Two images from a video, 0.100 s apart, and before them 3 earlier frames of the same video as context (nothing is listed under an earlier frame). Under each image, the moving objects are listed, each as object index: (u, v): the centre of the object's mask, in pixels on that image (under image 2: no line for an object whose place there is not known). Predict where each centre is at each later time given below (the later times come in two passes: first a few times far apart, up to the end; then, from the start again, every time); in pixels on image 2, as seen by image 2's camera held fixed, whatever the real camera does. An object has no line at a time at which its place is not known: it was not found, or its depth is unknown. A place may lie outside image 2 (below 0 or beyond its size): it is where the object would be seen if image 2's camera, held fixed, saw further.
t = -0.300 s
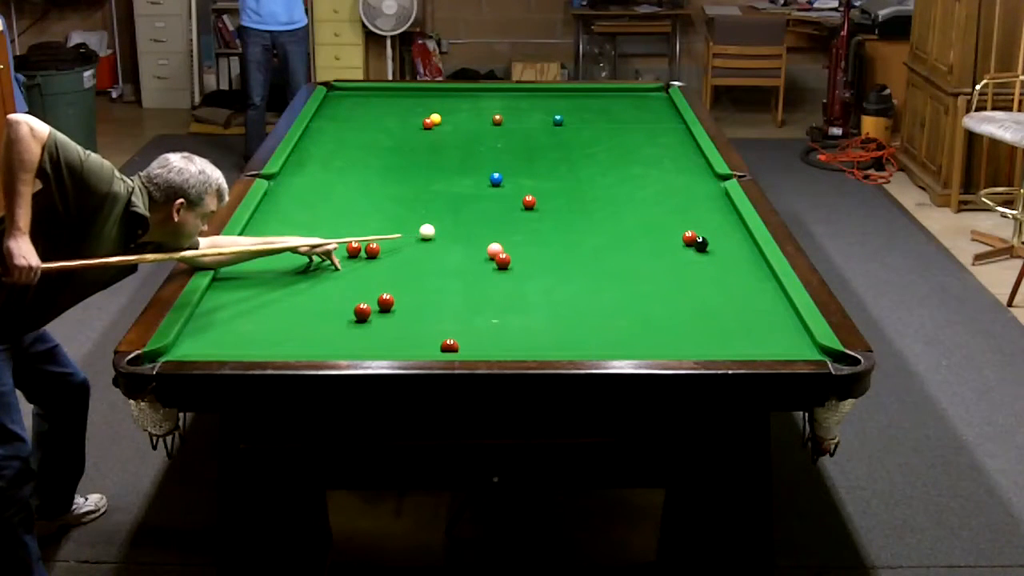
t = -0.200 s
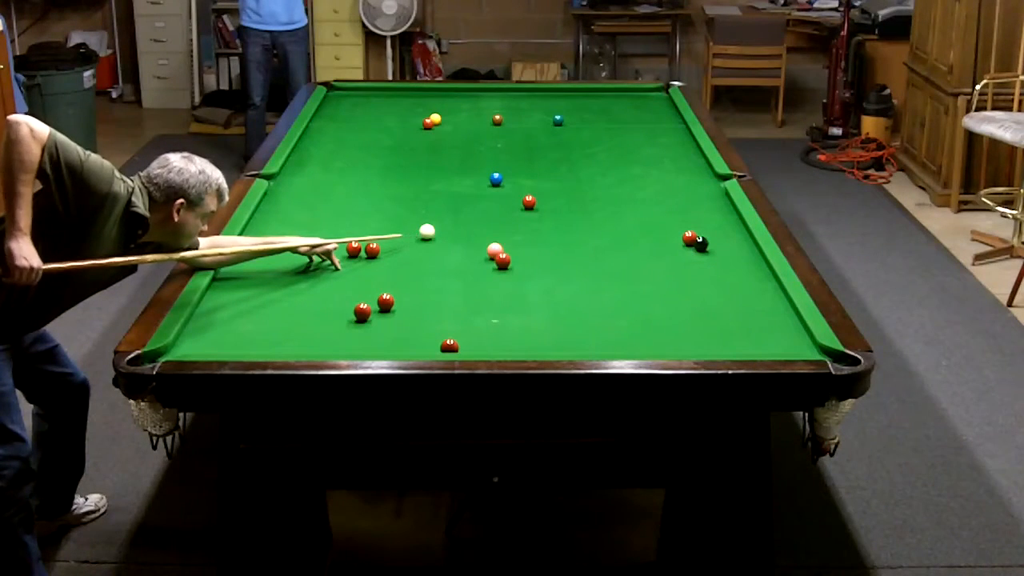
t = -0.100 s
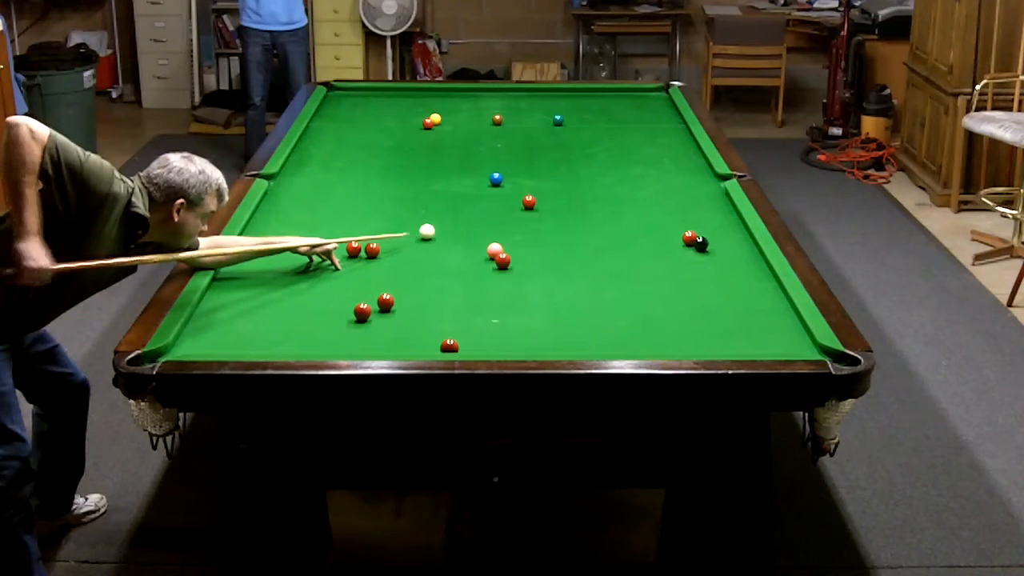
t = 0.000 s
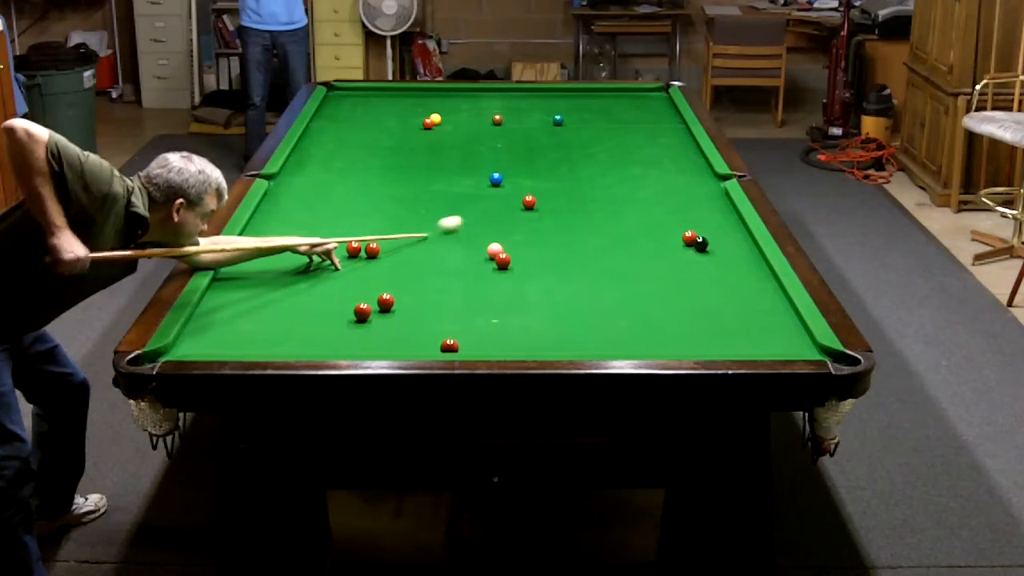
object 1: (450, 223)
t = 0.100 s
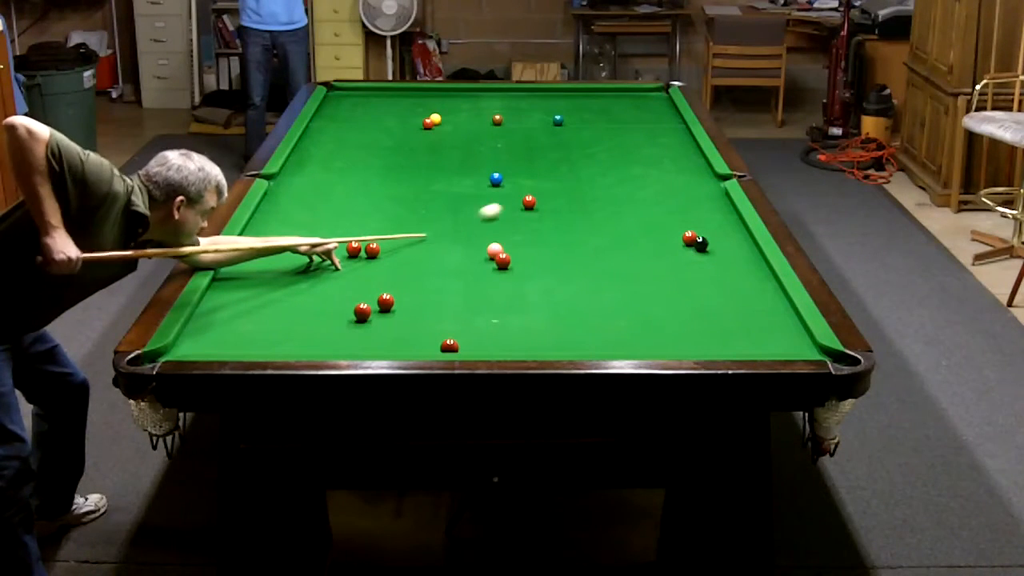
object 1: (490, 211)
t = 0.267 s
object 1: (510, 199)
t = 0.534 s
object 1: (493, 191)
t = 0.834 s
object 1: (476, 182)
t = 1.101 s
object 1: (463, 175)
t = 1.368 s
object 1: (451, 169)
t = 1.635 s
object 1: (439, 163)
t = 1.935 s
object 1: (428, 158)
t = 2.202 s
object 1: (420, 153)
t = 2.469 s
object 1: (412, 149)
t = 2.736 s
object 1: (406, 146)
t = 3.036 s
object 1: (400, 143)
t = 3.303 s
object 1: (395, 140)
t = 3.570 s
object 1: (391, 138)
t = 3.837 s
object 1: (388, 136)
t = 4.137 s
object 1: (385, 135)
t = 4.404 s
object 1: (383, 134)
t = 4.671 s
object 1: (383, 134)
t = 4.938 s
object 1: (383, 134)
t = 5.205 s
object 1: (383, 134)
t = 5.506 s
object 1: (383, 134)
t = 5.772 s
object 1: (383, 134)
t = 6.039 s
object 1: (383, 134)
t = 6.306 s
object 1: (383, 134)
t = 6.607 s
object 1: (382, 134)
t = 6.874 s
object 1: (382, 134)
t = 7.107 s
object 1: (383, 134)
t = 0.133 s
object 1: (502, 208)
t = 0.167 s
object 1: (513, 204)
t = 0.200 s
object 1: (515, 202)
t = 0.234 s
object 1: (512, 201)
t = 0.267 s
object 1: (510, 199)
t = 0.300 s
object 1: (508, 198)
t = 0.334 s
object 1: (506, 197)
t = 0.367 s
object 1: (504, 196)
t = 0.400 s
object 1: (501, 195)
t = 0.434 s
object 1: (499, 194)
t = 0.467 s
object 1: (497, 193)
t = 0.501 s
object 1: (495, 192)
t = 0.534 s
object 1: (493, 191)
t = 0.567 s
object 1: (491, 190)
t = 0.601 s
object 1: (489, 189)
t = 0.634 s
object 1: (487, 188)
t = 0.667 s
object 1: (485, 187)
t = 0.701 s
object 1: (484, 186)
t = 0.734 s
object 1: (482, 185)
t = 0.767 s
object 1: (480, 184)
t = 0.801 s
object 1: (478, 183)
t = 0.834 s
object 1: (476, 182)
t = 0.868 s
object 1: (475, 181)
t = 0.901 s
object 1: (473, 180)
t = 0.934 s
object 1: (471, 179)
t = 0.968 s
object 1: (469, 179)
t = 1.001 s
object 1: (468, 178)
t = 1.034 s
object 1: (466, 177)
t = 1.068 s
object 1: (464, 176)
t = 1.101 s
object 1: (463, 175)
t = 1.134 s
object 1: (461, 174)
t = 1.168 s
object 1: (460, 174)
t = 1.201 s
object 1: (458, 173)
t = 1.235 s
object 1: (457, 172)
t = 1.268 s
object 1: (455, 171)
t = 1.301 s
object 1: (453, 171)
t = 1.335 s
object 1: (452, 170)
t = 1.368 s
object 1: (451, 169)
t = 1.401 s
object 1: (449, 168)
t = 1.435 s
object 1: (448, 168)
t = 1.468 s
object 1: (446, 167)
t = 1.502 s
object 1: (445, 166)
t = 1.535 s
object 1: (444, 165)
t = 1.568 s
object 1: (442, 165)
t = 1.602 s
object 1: (441, 164)
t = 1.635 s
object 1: (439, 163)
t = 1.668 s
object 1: (438, 163)
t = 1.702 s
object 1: (437, 162)
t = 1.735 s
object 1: (436, 161)
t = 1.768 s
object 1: (434, 161)
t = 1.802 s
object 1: (433, 160)
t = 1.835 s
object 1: (432, 160)
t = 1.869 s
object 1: (431, 159)
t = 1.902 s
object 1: (429, 158)
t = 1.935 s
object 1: (428, 158)
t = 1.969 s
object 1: (427, 157)
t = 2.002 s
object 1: (426, 157)
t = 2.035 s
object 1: (425, 156)
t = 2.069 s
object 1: (424, 155)
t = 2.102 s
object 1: (423, 155)
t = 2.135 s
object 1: (422, 154)
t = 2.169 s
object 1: (421, 154)
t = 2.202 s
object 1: (420, 153)
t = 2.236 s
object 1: (419, 153)
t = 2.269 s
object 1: (418, 152)
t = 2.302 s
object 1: (417, 152)
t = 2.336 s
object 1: (416, 151)
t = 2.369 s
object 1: (415, 151)
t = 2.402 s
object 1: (414, 150)
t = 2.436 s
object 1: (413, 150)
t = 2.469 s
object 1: (412, 149)
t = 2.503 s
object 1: (411, 149)
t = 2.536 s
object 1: (410, 148)
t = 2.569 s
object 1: (409, 148)
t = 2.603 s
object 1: (409, 147)
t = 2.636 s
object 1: (408, 147)
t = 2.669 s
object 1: (407, 147)
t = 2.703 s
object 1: (406, 146)
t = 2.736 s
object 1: (406, 146)
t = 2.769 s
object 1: (405, 145)
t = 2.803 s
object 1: (404, 145)
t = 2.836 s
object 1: (403, 145)
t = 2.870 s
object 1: (403, 144)
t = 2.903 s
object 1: (402, 144)
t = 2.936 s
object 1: (402, 144)
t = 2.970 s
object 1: (401, 143)
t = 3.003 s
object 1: (400, 143)
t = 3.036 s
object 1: (400, 143)
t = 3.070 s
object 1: (399, 142)
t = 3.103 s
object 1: (398, 142)
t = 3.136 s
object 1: (398, 142)
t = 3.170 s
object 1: (397, 141)
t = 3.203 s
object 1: (396, 141)
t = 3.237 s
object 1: (396, 141)
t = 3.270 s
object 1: (395, 140)
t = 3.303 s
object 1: (395, 140)
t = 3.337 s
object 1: (394, 139)
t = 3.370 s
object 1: (394, 139)
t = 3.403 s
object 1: (393, 139)
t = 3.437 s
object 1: (393, 139)
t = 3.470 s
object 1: (392, 139)
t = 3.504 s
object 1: (392, 138)
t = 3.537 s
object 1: (392, 138)
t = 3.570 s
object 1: (391, 138)
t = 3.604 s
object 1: (391, 138)
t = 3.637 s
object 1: (390, 137)
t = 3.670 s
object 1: (390, 137)
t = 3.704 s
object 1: (390, 137)
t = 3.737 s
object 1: (389, 137)
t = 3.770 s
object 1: (389, 136)
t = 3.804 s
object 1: (388, 136)
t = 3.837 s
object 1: (388, 136)
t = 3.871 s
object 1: (388, 136)
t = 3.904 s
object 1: (387, 136)
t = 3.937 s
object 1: (387, 136)
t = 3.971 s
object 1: (387, 135)
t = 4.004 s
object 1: (386, 135)
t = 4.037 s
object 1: (386, 135)
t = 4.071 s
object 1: (386, 135)
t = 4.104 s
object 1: (385, 135)
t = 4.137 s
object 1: (385, 135)
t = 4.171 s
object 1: (385, 135)
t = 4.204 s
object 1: (385, 135)
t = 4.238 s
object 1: (384, 135)
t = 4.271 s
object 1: (384, 134)
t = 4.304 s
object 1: (384, 134)
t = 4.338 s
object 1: (384, 134)
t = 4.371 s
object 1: (384, 134)
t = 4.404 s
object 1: (383, 134)
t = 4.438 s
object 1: (383, 134)
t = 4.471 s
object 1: (383, 134)
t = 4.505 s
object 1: (383, 134)
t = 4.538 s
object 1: (383, 134)
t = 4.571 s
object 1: (383, 134)
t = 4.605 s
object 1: (383, 134)
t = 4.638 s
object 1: (383, 134)
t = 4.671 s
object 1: (383, 134)
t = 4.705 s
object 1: (383, 134)
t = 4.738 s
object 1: (383, 134)
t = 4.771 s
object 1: (383, 134)
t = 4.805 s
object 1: (383, 134)
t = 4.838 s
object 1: (383, 134)
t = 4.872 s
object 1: (383, 134)
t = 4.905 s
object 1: (383, 134)
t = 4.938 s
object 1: (383, 134)
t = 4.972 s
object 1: (383, 134)
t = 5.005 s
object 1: (383, 134)
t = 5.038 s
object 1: (383, 134)
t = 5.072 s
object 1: (383, 134)
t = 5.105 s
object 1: (383, 134)
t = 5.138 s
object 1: (383, 134)
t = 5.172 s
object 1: (383, 134)
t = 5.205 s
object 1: (383, 134)
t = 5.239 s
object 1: (383, 134)
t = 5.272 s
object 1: (383, 134)
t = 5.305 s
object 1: (383, 134)
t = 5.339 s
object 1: (383, 134)
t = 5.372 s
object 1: (383, 134)
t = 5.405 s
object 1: (383, 134)
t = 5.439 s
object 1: (383, 134)
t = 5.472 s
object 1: (383, 134)
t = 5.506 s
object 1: (383, 134)
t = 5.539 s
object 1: (383, 134)
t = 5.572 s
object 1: (383, 134)
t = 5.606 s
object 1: (383, 134)
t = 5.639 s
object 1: (383, 134)
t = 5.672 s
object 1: (383, 134)
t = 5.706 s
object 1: (383, 134)
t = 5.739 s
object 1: (383, 134)
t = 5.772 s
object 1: (383, 134)
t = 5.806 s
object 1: (383, 134)
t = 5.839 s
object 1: (383, 134)
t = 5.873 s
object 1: (383, 134)
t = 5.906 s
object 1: (383, 134)
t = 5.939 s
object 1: (383, 134)
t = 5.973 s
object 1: (383, 134)
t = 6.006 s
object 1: (383, 134)
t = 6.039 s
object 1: (383, 134)
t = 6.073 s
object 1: (383, 134)
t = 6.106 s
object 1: (383, 134)
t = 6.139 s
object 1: (383, 134)
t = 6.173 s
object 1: (383, 134)
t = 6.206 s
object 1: (383, 134)
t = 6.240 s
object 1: (383, 134)
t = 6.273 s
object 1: (383, 134)
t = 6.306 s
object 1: (383, 134)
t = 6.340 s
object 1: (383, 134)
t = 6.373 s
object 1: (383, 134)
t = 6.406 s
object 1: (383, 134)
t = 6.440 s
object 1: (383, 134)
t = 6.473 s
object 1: (383, 134)
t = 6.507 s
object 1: (383, 134)
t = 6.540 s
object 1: (383, 134)
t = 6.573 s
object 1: (383, 134)
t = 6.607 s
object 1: (382, 134)
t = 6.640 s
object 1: (382, 134)
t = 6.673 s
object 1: (383, 134)
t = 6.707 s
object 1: (383, 134)
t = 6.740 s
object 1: (383, 134)
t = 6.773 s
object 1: (382, 134)
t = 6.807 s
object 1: (382, 134)
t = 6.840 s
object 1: (382, 134)
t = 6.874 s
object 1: (382, 134)
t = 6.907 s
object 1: (382, 134)
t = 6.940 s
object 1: (383, 134)
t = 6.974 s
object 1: (383, 134)
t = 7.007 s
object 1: (383, 134)
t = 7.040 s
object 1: (383, 134)
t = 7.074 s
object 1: (383, 134)
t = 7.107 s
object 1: (383, 134)
